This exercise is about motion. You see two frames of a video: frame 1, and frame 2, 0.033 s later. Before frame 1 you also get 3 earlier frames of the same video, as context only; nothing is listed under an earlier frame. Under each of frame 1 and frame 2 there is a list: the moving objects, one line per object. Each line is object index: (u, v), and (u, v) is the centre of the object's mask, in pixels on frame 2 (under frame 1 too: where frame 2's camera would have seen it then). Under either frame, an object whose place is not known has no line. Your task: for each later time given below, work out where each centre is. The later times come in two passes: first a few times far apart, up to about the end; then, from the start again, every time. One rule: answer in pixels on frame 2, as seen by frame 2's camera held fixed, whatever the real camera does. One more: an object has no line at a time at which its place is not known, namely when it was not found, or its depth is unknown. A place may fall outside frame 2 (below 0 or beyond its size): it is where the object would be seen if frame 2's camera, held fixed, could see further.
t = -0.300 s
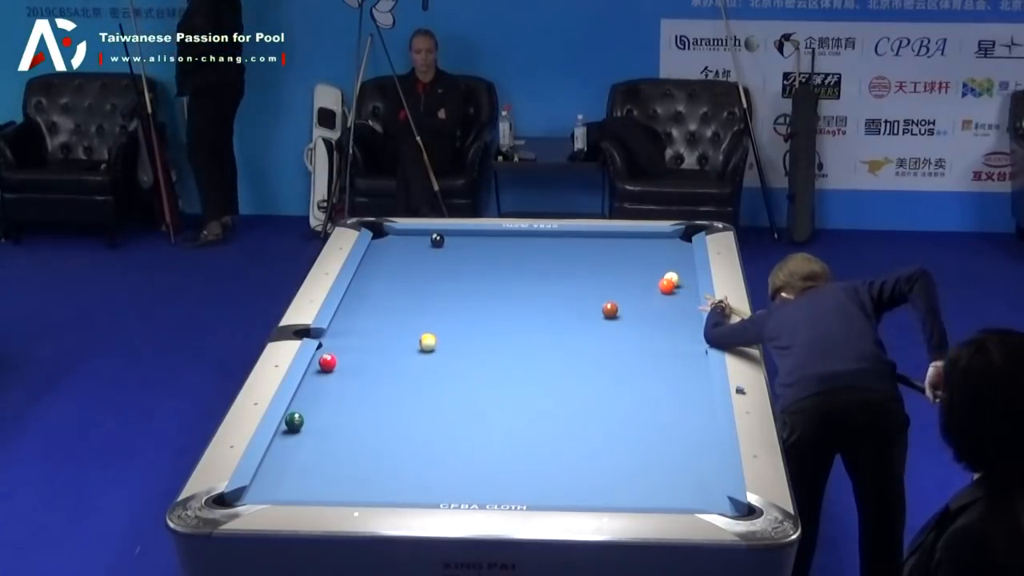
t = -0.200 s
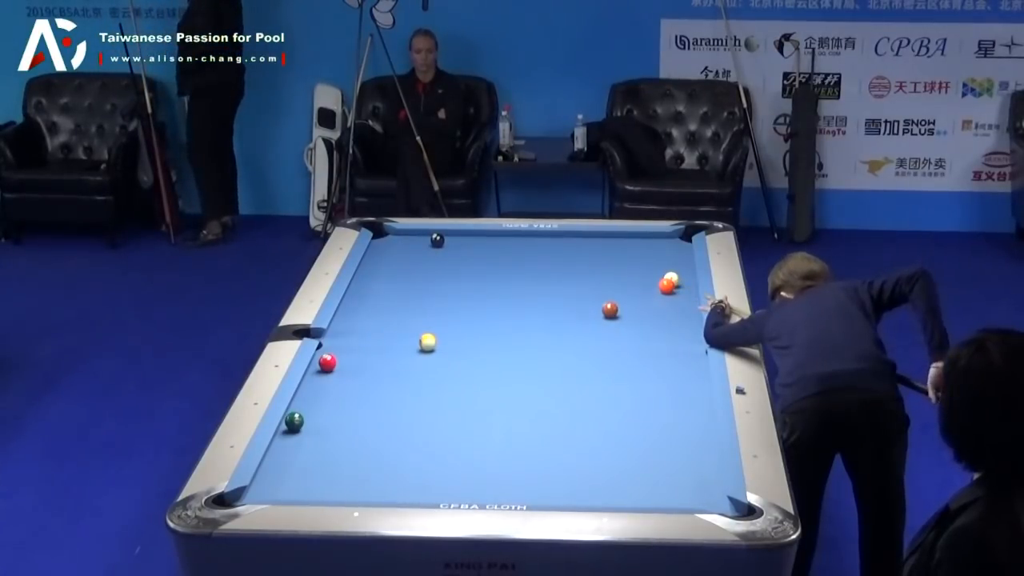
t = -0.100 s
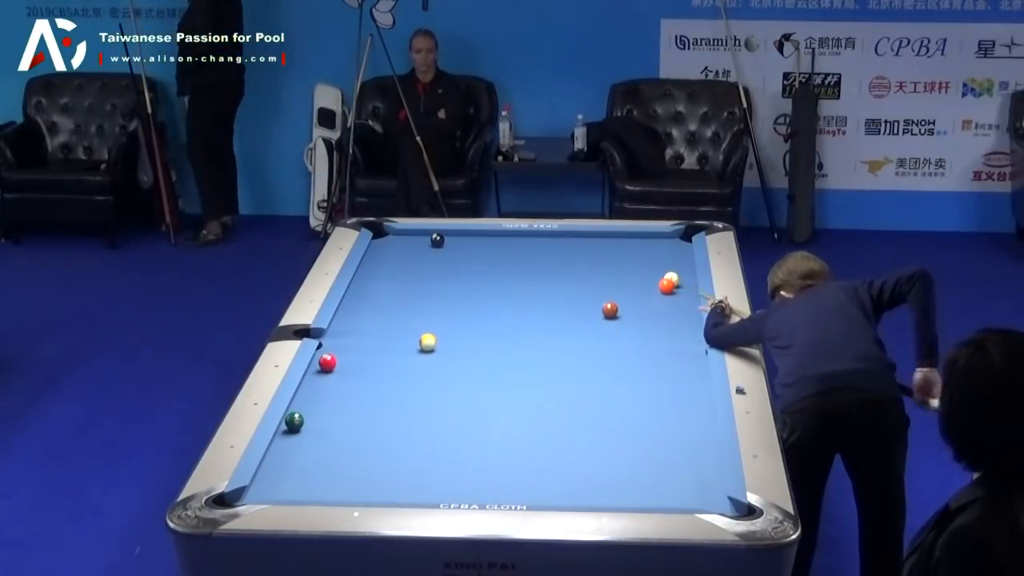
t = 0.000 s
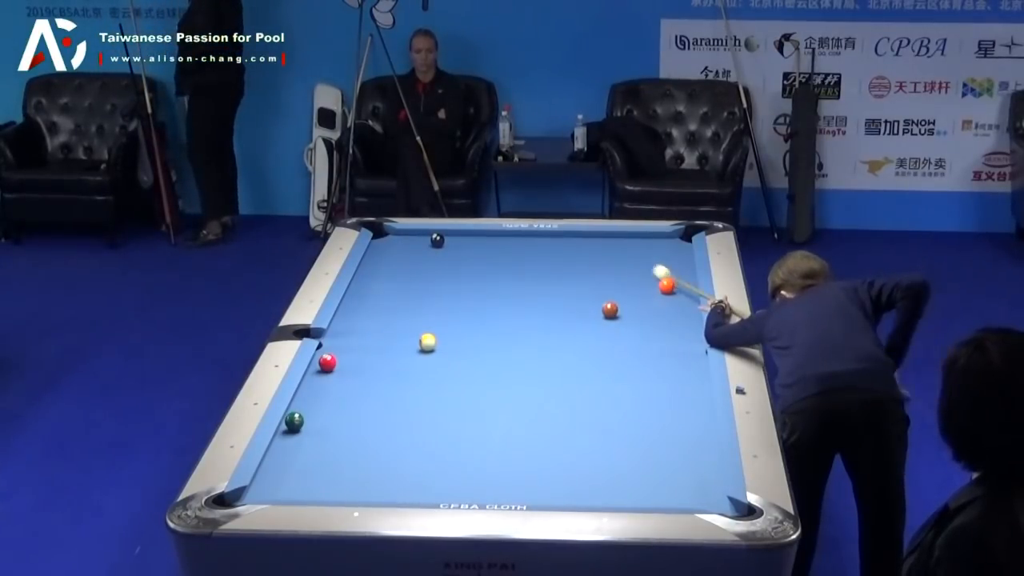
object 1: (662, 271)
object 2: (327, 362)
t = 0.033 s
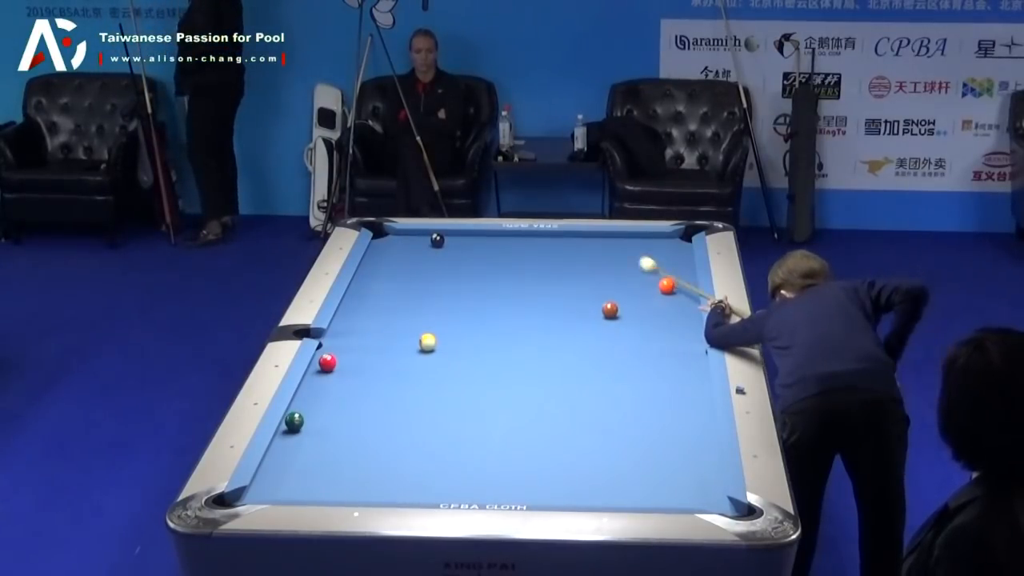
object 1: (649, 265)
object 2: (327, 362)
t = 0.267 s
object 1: (570, 248)
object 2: (327, 362)
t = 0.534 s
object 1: (491, 285)
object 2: (327, 362)
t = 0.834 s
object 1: (392, 325)
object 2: (327, 362)
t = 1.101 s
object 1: (331, 355)
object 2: (329, 370)
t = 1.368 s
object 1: (353, 363)
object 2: (337, 406)
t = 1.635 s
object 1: (371, 370)
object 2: (344, 440)
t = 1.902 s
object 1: (389, 378)
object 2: (352, 476)
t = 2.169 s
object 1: (406, 386)
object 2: (364, 490)
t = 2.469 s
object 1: (424, 393)
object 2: (381, 468)
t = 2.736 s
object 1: (439, 400)
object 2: (395, 449)
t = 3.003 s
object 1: (452, 406)
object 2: (408, 433)
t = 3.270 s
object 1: (466, 412)
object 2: (419, 417)
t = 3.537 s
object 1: (479, 417)
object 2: (429, 404)
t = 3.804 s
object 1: (490, 423)
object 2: (439, 391)
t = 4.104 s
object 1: (502, 427)
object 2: (449, 378)
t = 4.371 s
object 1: (512, 431)
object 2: (457, 368)
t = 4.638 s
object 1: (520, 434)
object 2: (464, 358)
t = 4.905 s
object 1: (527, 437)
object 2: (470, 349)
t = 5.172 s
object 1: (533, 439)
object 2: (476, 342)
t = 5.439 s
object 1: (538, 440)
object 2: (481, 335)
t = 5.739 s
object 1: (541, 441)
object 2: (486, 327)
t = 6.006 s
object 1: (542, 442)
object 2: (490, 321)
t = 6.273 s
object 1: (542, 443)
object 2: (493, 316)
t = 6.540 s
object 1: (542, 442)
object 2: (496, 312)
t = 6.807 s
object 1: (542, 442)
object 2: (497, 308)
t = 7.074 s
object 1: (542, 442)
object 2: (498, 305)
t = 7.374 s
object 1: (542, 443)
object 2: (498, 302)
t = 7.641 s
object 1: (542, 443)
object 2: (499, 300)
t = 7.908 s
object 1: (542, 443)
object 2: (501, 298)
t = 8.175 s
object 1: (542, 443)
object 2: (502, 297)
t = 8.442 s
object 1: (542, 442)
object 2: (503, 297)
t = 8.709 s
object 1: (542, 443)
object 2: (503, 297)
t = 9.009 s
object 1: (542, 443)
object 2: (503, 297)
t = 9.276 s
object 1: (542, 442)
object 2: (503, 297)
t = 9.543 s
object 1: (542, 443)
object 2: (503, 297)
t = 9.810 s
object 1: (542, 442)
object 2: (503, 297)
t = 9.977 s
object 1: (542, 443)
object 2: (503, 297)
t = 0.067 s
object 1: (635, 256)
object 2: (327, 362)
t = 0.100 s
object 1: (622, 249)
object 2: (327, 362)
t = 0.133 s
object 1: (610, 241)
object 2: (327, 362)
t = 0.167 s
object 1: (598, 234)
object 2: (327, 362)
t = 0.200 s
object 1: (588, 238)
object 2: (327, 362)
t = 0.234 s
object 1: (580, 243)
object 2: (327, 362)
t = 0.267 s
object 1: (570, 248)
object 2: (327, 362)
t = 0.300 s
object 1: (561, 253)
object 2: (327, 362)
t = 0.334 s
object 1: (551, 258)
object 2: (327, 362)
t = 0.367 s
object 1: (541, 263)
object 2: (327, 362)
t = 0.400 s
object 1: (532, 267)
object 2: (327, 362)
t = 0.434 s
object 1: (522, 272)
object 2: (327, 362)
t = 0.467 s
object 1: (512, 276)
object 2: (327, 362)
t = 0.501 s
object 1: (501, 281)
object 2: (327, 362)
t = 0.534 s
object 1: (491, 285)
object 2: (327, 362)
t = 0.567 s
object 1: (481, 289)
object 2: (327, 362)
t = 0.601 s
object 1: (470, 293)
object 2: (327, 362)
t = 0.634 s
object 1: (460, 297)
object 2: (327, 362)
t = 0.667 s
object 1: (449, 302)
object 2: (327, 362)
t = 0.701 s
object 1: (438, 306)
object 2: (327, 362)
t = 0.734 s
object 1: (426, 311)
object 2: (327, 362)
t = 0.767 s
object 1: (415, 315)
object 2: (327, 362)
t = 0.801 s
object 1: (404, 320)
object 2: (327, 362)
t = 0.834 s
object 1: (392, 325)
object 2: (327, 362)
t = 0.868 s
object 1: (381, 330)
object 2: (327, 362)
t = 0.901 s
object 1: (369, 334)
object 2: (327, 362)
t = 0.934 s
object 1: (357, 339)
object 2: (327, 362)
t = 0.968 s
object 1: (345, 345)
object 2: (327, 362)
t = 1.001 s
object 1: (333, 347)
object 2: (327, 362)
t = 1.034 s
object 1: (322, 352)
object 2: (327, 363)
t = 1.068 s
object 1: (327, 354)
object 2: (328, 366)
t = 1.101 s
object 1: (331, 355)
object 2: (329, 370)
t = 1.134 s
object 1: (335, 357)
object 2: (330, 376)
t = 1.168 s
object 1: (338, 357)
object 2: (331, 380)
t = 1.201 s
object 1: (341, 358)
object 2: (332, 385)
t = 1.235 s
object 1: (344, 359)
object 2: (333, 390)
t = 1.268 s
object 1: (346, 360)
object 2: (334, 394)
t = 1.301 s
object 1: (348, 361)
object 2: (335, 398)
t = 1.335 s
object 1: (351, 362)
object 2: (336, 402)
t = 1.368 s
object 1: (353, 363)
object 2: (337, 406)
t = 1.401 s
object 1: (355, 363)
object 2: (338, 410)
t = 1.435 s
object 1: (358, 364)
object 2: (338, 414)
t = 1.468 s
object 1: (360, 366)
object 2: (339, 419)
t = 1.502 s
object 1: (362, 367)
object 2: (340, 423)
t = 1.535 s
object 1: (365, 368)
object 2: (341, 427)
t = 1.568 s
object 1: (367, 369)
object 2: (342, 431)
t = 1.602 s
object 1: (369, 370)
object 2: (343, 436)
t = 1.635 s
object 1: (371, 370)
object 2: (344, 440)
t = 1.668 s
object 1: (374, 371)
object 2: (345, 444)
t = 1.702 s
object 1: (376, 373)
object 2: (346, 449)
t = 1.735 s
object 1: (378, 373)
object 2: (347, 454)
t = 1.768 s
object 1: (380, 374)
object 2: (348, 458)
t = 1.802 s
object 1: (382, 375)
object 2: (349, 462)
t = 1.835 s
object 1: (384, 376)
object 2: (350, 467)
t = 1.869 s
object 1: (387, 377)
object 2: (351, 472)
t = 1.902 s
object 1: (389, 378)
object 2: (352, 476)
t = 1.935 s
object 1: (391, 379)
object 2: (353, 481)
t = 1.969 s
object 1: (393, 380)
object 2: (354, 486)
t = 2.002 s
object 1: (395, 381)
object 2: (355, 490)
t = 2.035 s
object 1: (397, 382)
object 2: (356, 493)
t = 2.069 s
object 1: (399, 383)
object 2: (358, 494)
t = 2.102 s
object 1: (401, 384)
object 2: (360, 493)
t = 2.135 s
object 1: (403, 385)
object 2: (362, 491)
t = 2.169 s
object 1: (406, 386)
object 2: (364, 490)
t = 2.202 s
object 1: (408, 386)
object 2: (366, 487)
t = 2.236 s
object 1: (410, 388)
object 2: (368, 485)
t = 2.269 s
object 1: (411, 388)
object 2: (370, 482)
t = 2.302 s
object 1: (414, 389)
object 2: (372, 480)
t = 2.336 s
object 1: (415, 390)
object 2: (374, 477)
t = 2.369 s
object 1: (417, 391)
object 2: (376, 475)
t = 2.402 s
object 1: (419, 391)
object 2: (378, 472)
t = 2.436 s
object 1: (422, 392)
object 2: (379, 470)
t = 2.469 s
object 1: (424, 393)
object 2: (381, 468)
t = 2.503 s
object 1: (425, 394)
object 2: (383, 465)
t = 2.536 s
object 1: (427, 395)
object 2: (385, 463)
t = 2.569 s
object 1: (429, 396)
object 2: (387, 461)
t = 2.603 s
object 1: (431, 397)
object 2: (388, 458)
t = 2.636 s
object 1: (433, 397)
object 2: (390, 456)
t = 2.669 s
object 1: (435, 398)
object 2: (392, 454)
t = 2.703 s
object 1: (437, 399)
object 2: (393, 451)
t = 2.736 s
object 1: (439, 400)
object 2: (395, 449)
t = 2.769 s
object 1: (440, 401)
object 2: (397, 447)
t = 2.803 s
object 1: (442, 401)
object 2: (398, 445)
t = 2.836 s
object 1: (444, 402)
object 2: (400, 443)
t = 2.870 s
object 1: (446, 403)
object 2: (402, 441)
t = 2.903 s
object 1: (447, 404)
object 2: (403, 439)
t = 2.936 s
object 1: (449, 404)
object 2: (405, 437)
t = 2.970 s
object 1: (451, 406)
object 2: (406, 435)
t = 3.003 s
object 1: (452, 406)
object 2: (408, 433)
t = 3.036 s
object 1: (454, 407)
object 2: (409, 431)
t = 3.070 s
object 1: (456, 408)
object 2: (411, 429)
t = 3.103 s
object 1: (458, 409)
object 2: (412, 427)
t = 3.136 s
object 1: (459, 409)
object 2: (413, 425)
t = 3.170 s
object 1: (461, 410)
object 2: (415, 423)
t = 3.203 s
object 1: (463, 411)
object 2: (416, 421)
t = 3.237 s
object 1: (464, 412)
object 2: (418, 419)
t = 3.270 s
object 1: (466, 412)
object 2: (419, 417)
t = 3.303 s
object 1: (468, 413)
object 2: (420, 416)
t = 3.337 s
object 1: (469, 413)
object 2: (422, 414)
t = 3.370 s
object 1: (471, 414)
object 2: (423, 412)
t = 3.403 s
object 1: (472, 415)
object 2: (424, 410)
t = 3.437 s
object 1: (474, 416)
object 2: (425, 409)
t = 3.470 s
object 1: (475, 417)
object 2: (427, 407)
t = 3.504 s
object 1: (477, 417)
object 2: (428, 405)
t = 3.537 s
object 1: (479, 417)
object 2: (429, 404)
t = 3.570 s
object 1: (480, 419)
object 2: (430, 402)
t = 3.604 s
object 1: (481, 419)
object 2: (432, 401)
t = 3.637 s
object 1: (483, 420)
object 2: (433, 399)
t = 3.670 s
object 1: (484, 420)
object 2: (434, 397)
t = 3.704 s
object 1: (486, 421)
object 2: (435, 396)
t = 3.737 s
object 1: (487, 421)
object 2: (436, 394)
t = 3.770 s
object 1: (489, 422)
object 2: (438, 393)
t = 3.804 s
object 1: (490, 423)
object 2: (439, 391)
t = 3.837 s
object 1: (492, 423)
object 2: (440, 390)
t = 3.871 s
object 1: (493, 424)
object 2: (441, 388)
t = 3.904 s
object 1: (495, 424)
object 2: (442, 387)
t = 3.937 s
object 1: (496, 425)
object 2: (443, 385)
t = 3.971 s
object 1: (497, 425)
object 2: (445, 384)
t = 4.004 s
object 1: (498, 426)
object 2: (446, 382)
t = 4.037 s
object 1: (500, 427)
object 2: (447, 381)
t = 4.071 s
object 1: (500, 427)
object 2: (448, 380)
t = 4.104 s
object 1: (502, 427)
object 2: (449, 378)
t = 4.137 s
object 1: (503, 428)
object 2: (450, 377)
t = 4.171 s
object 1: (504, 428)
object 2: (451, 375)
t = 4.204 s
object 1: (506, 429)
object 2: (452, 374)
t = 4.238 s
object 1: (506, 430)
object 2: (453, 373)
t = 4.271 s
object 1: (508, 430)
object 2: (454, 372)
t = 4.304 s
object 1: (509, 430)
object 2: (455, 370)
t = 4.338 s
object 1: (510, 431)
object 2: (456, 369)
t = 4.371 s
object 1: (512, 431)
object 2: (457, 368)
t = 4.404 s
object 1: (512, 432)
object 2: (458, 366)
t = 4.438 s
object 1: (513, 432)
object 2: (458, 365)
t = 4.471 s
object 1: (515, 433)
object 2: (459, 364)
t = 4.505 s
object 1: (516, 433)
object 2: (460, 363)
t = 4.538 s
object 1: (517, 433)
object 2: (461, 362)
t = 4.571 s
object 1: (518, 434)
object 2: (462, 361)
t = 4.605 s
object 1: (519, 434)
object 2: (463, 359)
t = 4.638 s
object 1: (520, 434)
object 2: (464, 358)
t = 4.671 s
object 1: (521, 435)
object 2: (465, 357)
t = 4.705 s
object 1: (522, 435)
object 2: (466, 356)
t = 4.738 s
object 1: (523, 435)
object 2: (467, 355)
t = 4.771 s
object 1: (524, 436)
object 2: (467, 354)
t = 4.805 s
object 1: (524, 436)
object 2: (468, 353)
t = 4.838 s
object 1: (525, 436)
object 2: (469, 352)
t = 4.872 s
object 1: (526, 437)
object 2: (470, 351)
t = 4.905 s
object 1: (527, 437)
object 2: (470, 349)
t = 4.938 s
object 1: (528, 437)
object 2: (471, 349)
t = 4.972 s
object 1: (529, 437)
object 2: (472, 348)
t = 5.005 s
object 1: (529, 438)
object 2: (472, 347)
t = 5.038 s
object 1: (530, 438)
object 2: (473, 345)
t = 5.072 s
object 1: (531, 438)
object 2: (474, 344)
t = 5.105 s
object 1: (532, 439)
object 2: (474, 343)
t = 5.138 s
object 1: (533, 439)
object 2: (475, 342)
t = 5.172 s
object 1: (533, 439)
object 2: (476, 342)
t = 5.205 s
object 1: (534, 439)
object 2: (476, 340)
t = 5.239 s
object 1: (534, 439)
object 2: (477, 340)
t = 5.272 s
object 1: (535, 439)
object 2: (478, 339)
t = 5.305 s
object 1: (536, 440)
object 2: (479, 338)
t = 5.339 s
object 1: (536, 440)
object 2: (479, 337)
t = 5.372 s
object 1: (537, 440)
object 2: (480, 336)
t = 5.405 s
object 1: (537, 440)
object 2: (480, 335)
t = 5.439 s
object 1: (538, 440)
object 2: (481, 335)
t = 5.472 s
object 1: (538, 441)
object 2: (481, 334)
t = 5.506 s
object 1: (539, 440)
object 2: (482, 332)
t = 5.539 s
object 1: (539, 440)
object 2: (482, 332)
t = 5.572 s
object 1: (539, 441)
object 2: (483, 331)
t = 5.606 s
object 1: (540, 441)
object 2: (484, 331)
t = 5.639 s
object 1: (540, 441)
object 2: (484, 329)
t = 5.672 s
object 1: (541, 441)
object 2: (485, 329)
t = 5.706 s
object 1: (541, 442)
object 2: (485, 328)
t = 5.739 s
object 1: (541, 441)
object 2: (486, 327)
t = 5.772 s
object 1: (541, 442)
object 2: (486, 327)
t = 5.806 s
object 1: (542, 441)
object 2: (487, 326)
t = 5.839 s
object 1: (541, 442)
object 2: (487, 325)
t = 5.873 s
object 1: (542, 442)
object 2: (488, 324)
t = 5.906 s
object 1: (542, 442)
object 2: (488, 324)
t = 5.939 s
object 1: (542, 442)
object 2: (489, 323)
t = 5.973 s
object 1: (542, 443)
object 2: (489, 322)
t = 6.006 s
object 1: (542, 442)
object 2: (490, 321)
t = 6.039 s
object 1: (542, 442)
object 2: (490, 321)
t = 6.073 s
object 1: (543, 442)
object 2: (491, 320)
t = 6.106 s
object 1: (543, 442)
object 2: (491, 319)
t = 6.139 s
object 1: (542, 443)
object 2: (492, 319)
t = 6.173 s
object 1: (542, 442)
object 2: (492, 318)
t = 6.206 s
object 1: (542, 443)
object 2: (492, 318)
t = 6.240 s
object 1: (542, 443)
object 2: (493, 317)
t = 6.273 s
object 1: (542, 443)
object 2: (493, 316)
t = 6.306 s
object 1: (542, 442)
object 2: (493, 316)
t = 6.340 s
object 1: (542, 442)
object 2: (494, 315)
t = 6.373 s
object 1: (542, 443)
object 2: (494, 315)
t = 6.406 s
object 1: (542, 442)
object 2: (495, 314)
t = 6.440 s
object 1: (542, 442)
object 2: (495, 313)
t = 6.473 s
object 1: (542, 443)
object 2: (495, 313)
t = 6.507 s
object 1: (542, 442)
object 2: (496, 313)
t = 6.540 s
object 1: (542, 442)
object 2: (496, 312)
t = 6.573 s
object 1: (542, 443)
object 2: (496, 311)
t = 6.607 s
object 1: (542, 442)
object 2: (496, 311)
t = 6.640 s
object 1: (542, 443)
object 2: (496, 310)
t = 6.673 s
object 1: (542, 443)
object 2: (497, 310)
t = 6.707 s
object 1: (542, 442)
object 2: (497, 309)
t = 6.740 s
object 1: (542, 442)
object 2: (497, 309)
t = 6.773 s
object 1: (542, 442)
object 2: (497, 309)
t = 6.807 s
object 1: (542, 442)
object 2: (497, 308)
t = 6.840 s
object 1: (542, 442)
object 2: (497, 308)
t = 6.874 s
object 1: (542, 442)
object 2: (497, 307)
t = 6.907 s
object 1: (542, 442)
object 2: (497, 307)
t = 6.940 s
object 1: (542, 443)
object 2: (497, 306)
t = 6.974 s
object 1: (542, 442)
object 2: (497, 306)
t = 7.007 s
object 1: (542, 442)
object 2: (497, 306)
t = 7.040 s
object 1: (542, 443)
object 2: (498, 305)
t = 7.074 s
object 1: (542, 442)
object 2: (498, 305)
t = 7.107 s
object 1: (542, 442)
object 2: (498, 304)
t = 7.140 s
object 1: (542, 442)
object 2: (498, 304)
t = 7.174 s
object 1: (542, 443)
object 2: (498, 303)
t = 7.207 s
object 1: (542, 443)
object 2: (498, 303)
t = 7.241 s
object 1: (542, 443)
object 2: (498, 303)
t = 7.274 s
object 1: (542, 443)
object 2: (498, 303)
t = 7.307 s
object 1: (542, 442)
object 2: (498, 302)
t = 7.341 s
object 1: (542, 443)
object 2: (498, 302)
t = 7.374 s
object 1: (542, 443)
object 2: (498, 302)
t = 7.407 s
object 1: (542, 443)
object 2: (498, 302)
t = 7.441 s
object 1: (542, 442)
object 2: (498, 301)
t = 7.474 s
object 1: (542, 443)
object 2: (499, 301)
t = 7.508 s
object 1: (542, 442)
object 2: (499, 301)
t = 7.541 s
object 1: (542, 442)
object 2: (499, 300)
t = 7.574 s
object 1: (542, 442)
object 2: (499, 300)
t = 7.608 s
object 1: (542, 442)
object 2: (499, 300)
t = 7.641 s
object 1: (542, 443)
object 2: (499, 300)
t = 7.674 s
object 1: (542, 443)
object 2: (500, 300)
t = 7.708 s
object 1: (542, 442)
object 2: (500, 299)
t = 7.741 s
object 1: (542, 443)
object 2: (500, 299)
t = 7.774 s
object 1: (542, 442)
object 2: (500, 299)
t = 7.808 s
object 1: (542, 442)
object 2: (500, 299)
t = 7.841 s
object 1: (542, 442)
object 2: (500, 299)
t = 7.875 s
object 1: (542, 442)
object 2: (500, 298)
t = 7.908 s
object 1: (542, 443)
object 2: (501, 298)
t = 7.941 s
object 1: (542, 443)
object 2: (501, 298)
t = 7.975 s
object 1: (542, 443)
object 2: (501, 298)
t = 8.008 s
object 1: (542, 442)
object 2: (501, 298)
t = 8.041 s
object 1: (542, 443)
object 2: (501, 298)
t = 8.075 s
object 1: (542, 442)
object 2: (502, 298)
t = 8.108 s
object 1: (542, 442)
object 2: (502, 297)
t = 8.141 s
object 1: (542, 443)
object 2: (502, 297)
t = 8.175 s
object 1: (542, 443)
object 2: (502, 297)
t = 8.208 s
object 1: (542, 442)
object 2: (502, 297)
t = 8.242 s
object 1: (542, 443)
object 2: (502, 297)
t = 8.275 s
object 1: (542, 442)
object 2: (502, 297)
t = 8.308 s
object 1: (542, 442)
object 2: (503, 297)
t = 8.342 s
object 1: (542, 443)
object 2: (503, 297)
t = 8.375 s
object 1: (542, 442)
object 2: (503, 297)
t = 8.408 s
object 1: (542, 442)
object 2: (503, 297)
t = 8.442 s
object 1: (542, 442)
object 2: (503, 297)
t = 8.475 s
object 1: (542, 442)
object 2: (503, 297)
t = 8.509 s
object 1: (542, 442)
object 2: (503, 297)
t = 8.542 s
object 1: (542, 443)
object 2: (503, 297)
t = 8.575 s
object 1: (542, 443)
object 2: (503, 297)
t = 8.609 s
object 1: (542, 443)
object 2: (503, 297)
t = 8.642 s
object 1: (542, 442)
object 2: (503, 296)
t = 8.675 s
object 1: (542, 443)
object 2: (503, 296)
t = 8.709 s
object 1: (542, 443)
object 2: (503, 297)
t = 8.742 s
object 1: (542, 443)
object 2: (503, 297)
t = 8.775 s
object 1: (542, 443)
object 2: (503, 297)
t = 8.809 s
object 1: (542, 443)
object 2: (503, 297)
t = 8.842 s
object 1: (542, 443)
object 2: (503, 297)
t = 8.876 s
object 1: (542, 443)
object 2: (503, 297)
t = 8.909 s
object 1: (542, 443)
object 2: (503, 297)
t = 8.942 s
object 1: (542, 443)
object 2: (503, 297)
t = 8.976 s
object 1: (542, 443)
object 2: (503, 297)
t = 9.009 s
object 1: (542, 443)
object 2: (503, 297)
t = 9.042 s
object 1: (542, 443)
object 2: (503, 297)
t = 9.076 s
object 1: (542, 443)
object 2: (503, 297)
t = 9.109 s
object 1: (542, 443)
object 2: (503, 297)
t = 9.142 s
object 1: (542, 443)
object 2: (503, 297)
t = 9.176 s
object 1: (542, 442)
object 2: (503, 297)
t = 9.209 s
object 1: (542, 443)
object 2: (503, 297)
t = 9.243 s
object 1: (542, 443)
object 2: (503, 297)
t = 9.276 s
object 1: (542, 442)
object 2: (503, 297)
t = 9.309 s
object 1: (542, 442)
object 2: (503, 297)
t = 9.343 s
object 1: (542, 442)
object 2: (503, 297)
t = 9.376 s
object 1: (542, 442)
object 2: (503, 297)
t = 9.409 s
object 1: (542, 442)
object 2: (503, 297)
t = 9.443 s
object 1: (542, 442)
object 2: (503, 297)
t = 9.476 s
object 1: (542, 442)
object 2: (503, 297)
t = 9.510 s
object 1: (542, 443)
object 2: (503, 297)
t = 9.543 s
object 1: (542, 443)
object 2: (503, 297)
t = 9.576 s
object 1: (542, 443)
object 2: (503, 297)
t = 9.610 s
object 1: (542, 443)
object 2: (503, 297)
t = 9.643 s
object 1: (542, 443)
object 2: (503, 297)
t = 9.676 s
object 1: (542, 443)
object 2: (503, 297)
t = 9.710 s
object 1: (542, 443)
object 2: (503, 297)
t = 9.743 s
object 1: (542, 442)
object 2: (503, 297)
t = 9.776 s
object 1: (542, 443)
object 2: (503, 297)
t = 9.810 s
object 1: (542, 442)
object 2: (503, 297)
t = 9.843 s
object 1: (542, 442)
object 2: (503, 297)
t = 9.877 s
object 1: (542, 443)
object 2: (503, 297)
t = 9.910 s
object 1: (542, 443)
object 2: (503, 297)
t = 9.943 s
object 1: (542, 443)
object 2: (503, 297)
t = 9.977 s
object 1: (542, 443)
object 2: (503, 297)
